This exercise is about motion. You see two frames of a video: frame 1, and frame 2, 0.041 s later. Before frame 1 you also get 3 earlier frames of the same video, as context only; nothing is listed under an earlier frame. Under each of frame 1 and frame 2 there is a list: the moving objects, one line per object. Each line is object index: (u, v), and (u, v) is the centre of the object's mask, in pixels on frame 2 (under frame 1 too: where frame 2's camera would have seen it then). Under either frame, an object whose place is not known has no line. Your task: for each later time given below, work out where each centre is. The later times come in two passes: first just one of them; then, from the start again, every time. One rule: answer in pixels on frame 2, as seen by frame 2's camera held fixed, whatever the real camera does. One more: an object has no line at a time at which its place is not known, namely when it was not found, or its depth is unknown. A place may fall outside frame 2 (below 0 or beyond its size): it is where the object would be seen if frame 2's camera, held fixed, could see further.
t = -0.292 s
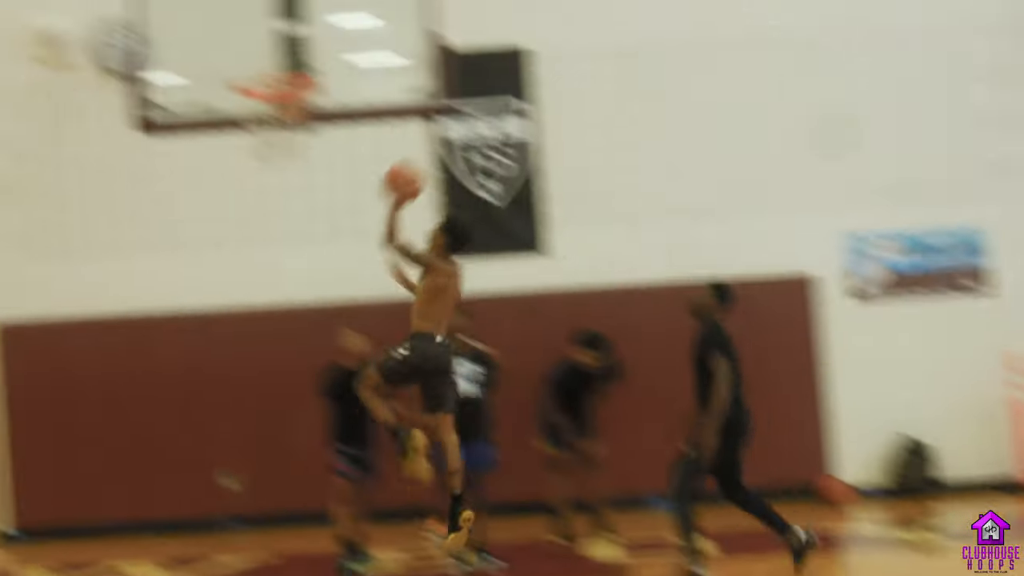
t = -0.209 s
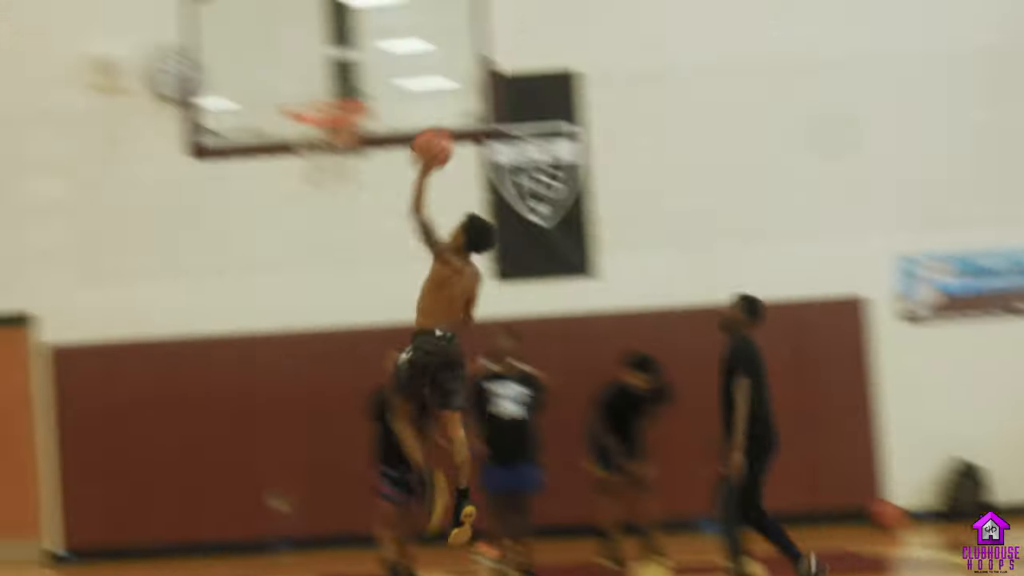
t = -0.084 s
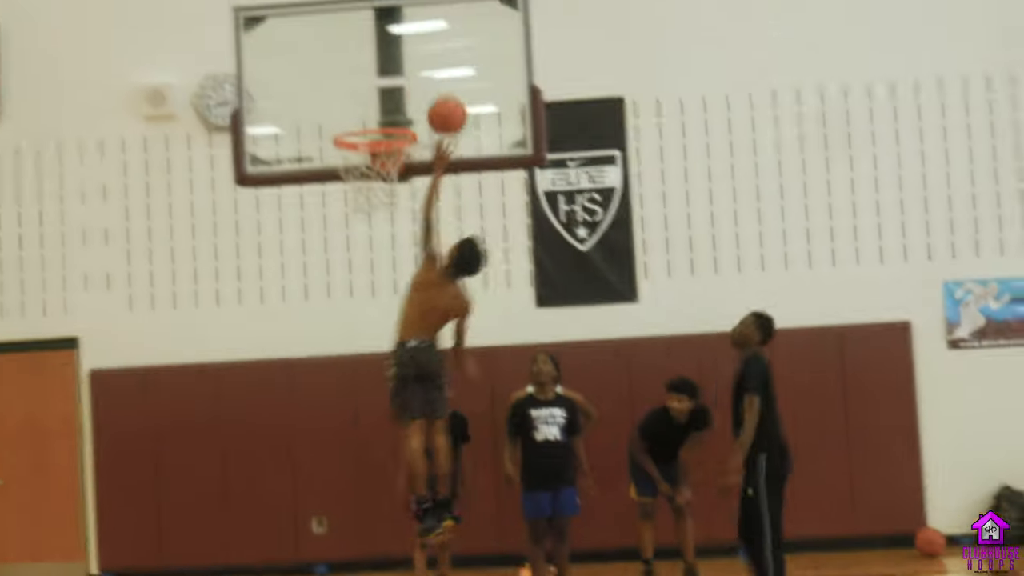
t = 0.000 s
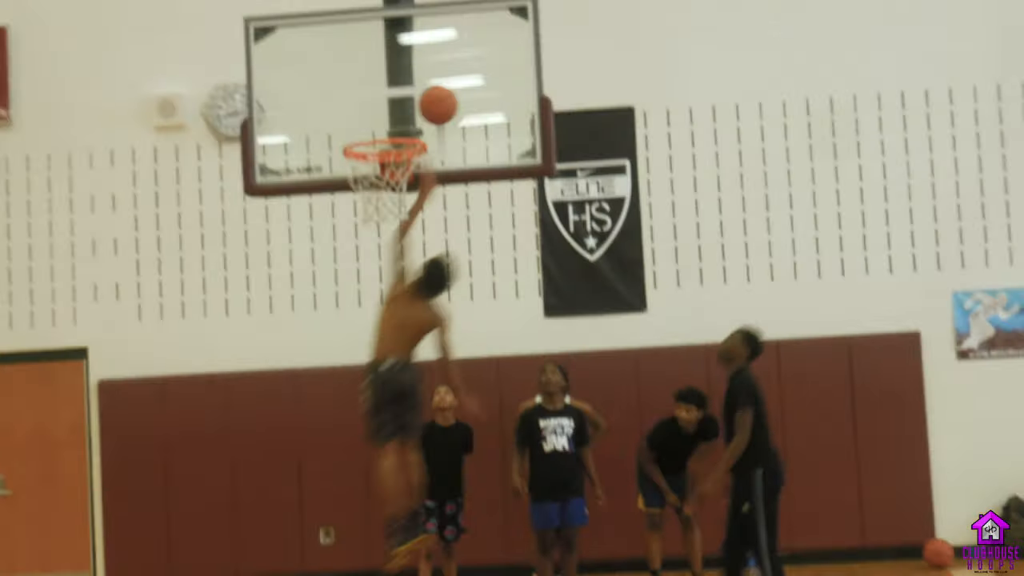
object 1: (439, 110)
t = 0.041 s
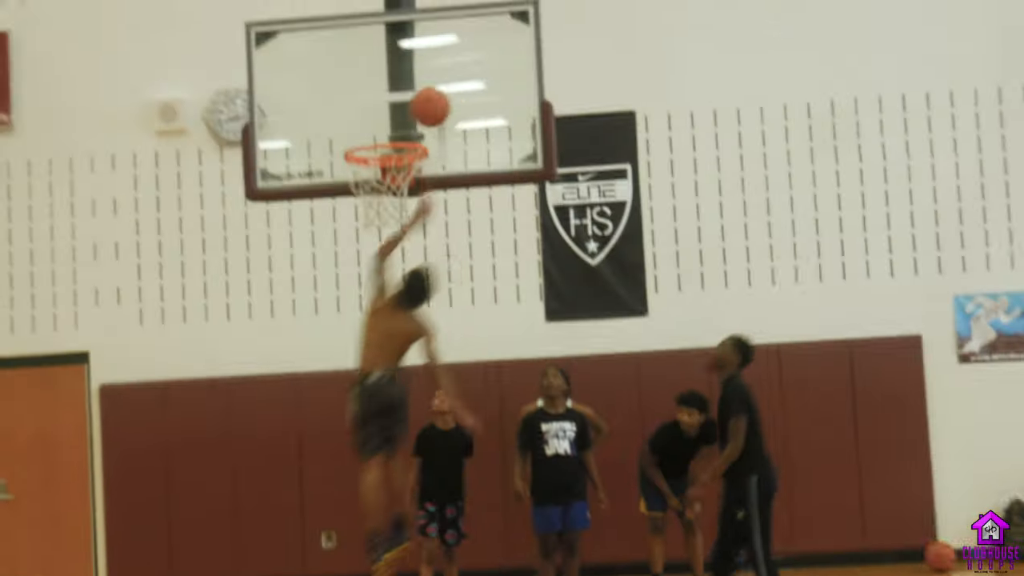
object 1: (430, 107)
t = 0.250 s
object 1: (388, 131)
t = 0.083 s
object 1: (421, 107)
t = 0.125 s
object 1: (411, 110)
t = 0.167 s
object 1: (404, 115)
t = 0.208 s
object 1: (396, 123)
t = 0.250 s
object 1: (388, 131)
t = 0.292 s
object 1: (380, 152)
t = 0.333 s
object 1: (371, 169)
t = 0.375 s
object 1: (365, 185)
